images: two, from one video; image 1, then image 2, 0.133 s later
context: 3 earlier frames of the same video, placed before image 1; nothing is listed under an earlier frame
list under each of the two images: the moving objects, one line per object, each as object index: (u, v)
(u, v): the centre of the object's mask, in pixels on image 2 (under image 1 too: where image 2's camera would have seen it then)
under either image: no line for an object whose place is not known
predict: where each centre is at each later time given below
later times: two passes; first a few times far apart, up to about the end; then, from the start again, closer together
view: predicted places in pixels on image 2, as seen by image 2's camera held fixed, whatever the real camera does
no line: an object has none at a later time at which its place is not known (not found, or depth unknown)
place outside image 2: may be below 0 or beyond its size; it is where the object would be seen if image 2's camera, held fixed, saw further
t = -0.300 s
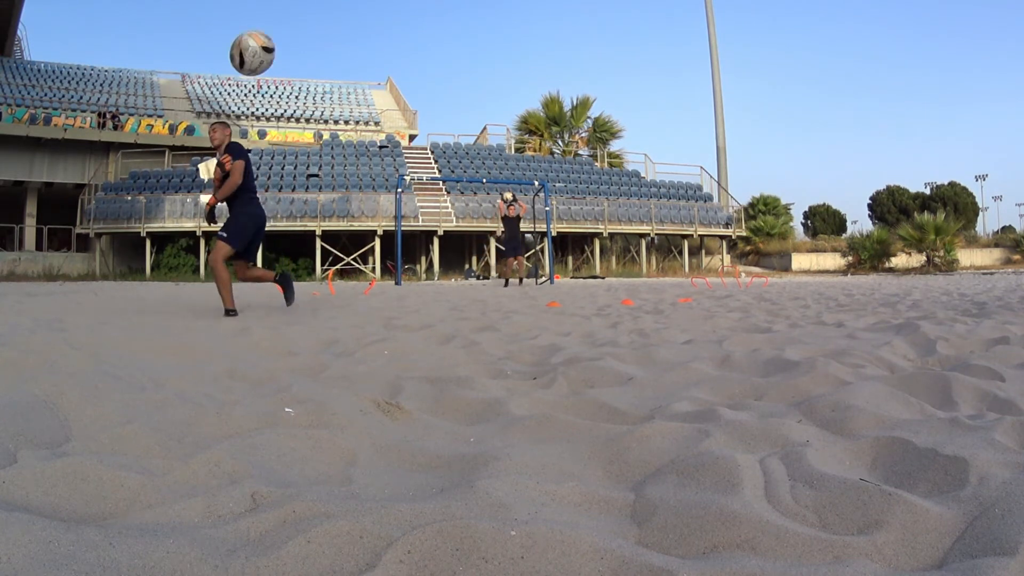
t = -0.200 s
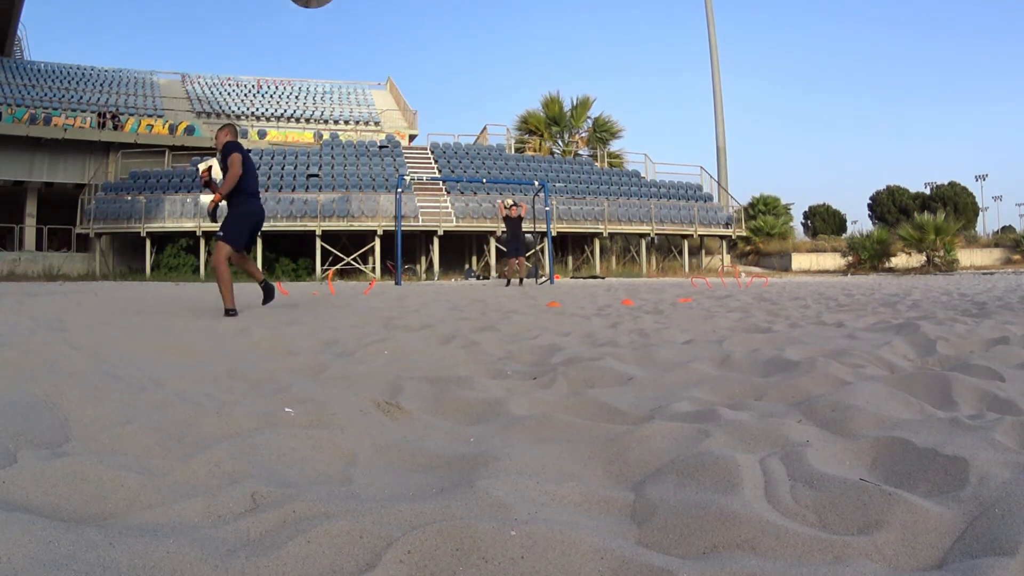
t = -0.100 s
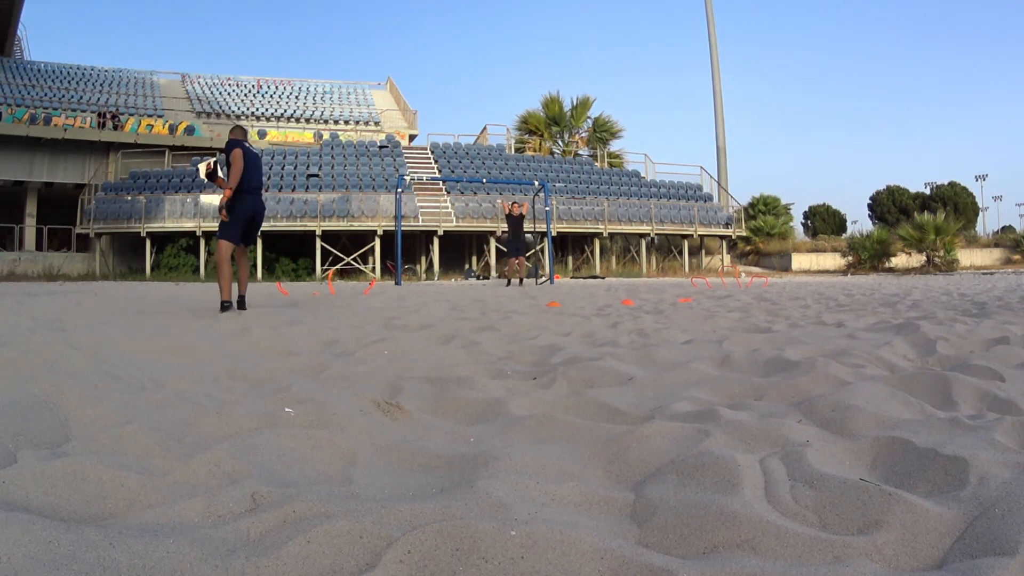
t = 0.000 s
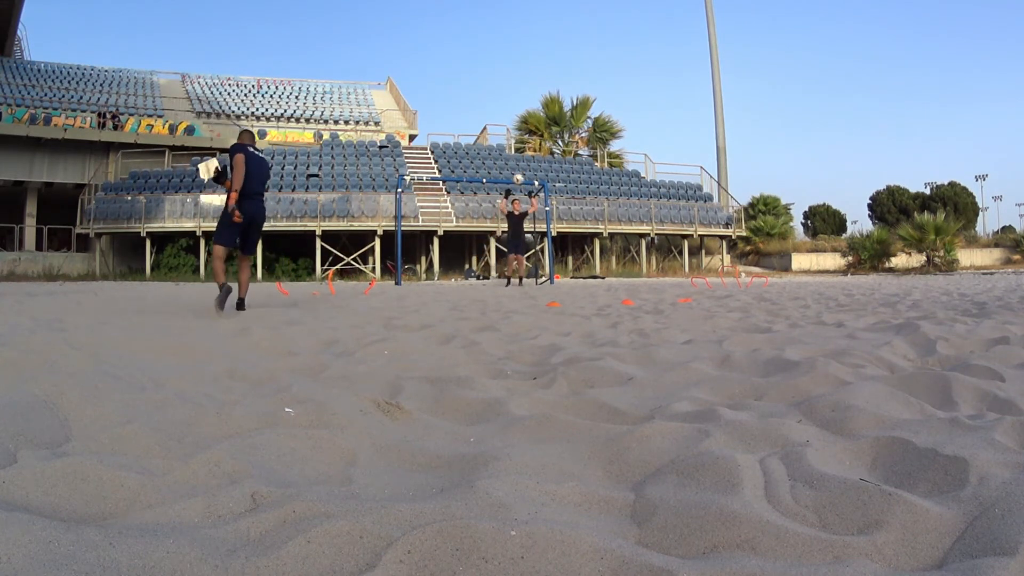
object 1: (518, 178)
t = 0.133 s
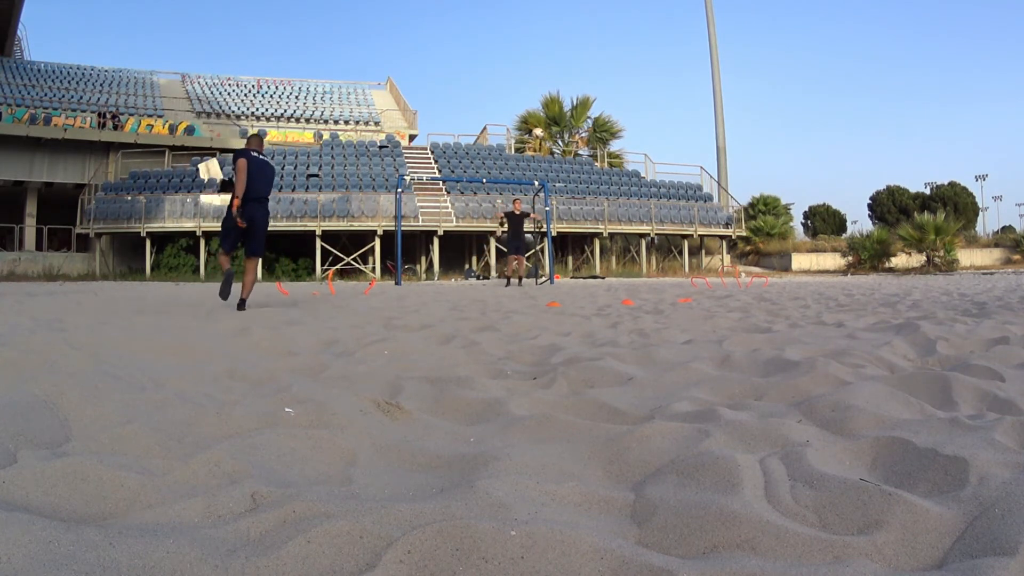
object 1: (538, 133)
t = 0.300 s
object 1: (567, 82)
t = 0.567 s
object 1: (631, 22)
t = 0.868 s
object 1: (739, 1)
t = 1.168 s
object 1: (910, 51)
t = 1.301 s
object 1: (1011, 134)
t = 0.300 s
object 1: (567, 82)
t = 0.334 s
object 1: (574, 74)
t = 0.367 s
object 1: (581, 65)
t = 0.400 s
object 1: (589, 57)
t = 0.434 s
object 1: (596, 49)
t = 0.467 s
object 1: (605, 41)
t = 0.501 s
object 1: (613, 34)
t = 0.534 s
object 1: (622, 28)
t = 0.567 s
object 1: (631, 22)
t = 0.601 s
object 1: (641, 16)
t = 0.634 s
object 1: (651, 11)
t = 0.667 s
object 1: (662, 7)
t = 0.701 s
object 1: (674, 5)
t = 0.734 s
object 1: (685, 3)
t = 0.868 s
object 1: (739, 1)
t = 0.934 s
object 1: (770, 2)
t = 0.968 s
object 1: (787, 4)
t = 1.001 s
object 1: (805, 6)
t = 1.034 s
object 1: (824, 9)
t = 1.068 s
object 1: (844, 16)
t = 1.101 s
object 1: (865, 26)
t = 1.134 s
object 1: (887, 37)
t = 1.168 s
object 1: (910, 51)
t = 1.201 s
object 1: (934, 67)
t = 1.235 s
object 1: (959, 86)
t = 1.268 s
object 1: (985, 109)
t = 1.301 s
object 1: (1011, 134)
